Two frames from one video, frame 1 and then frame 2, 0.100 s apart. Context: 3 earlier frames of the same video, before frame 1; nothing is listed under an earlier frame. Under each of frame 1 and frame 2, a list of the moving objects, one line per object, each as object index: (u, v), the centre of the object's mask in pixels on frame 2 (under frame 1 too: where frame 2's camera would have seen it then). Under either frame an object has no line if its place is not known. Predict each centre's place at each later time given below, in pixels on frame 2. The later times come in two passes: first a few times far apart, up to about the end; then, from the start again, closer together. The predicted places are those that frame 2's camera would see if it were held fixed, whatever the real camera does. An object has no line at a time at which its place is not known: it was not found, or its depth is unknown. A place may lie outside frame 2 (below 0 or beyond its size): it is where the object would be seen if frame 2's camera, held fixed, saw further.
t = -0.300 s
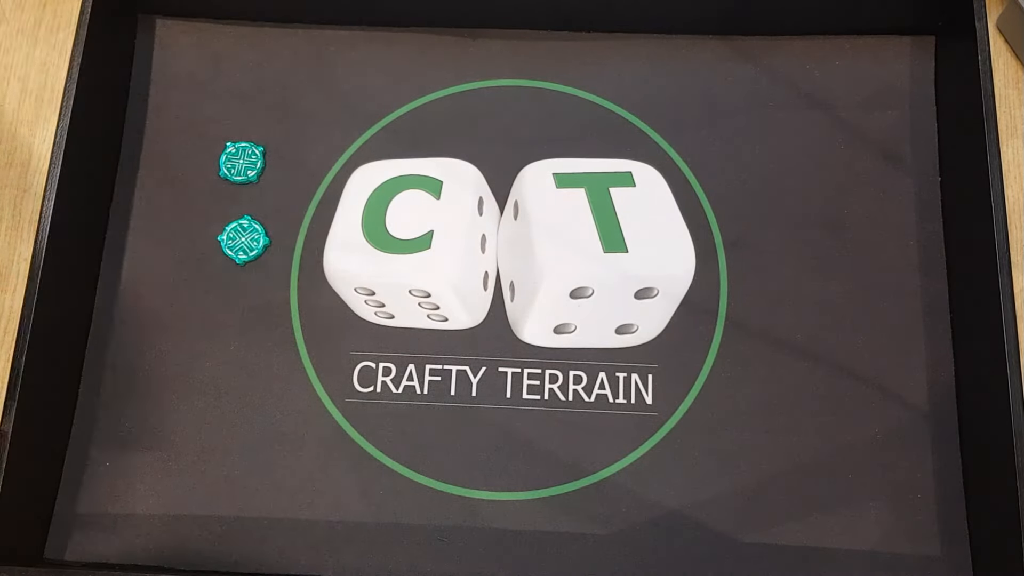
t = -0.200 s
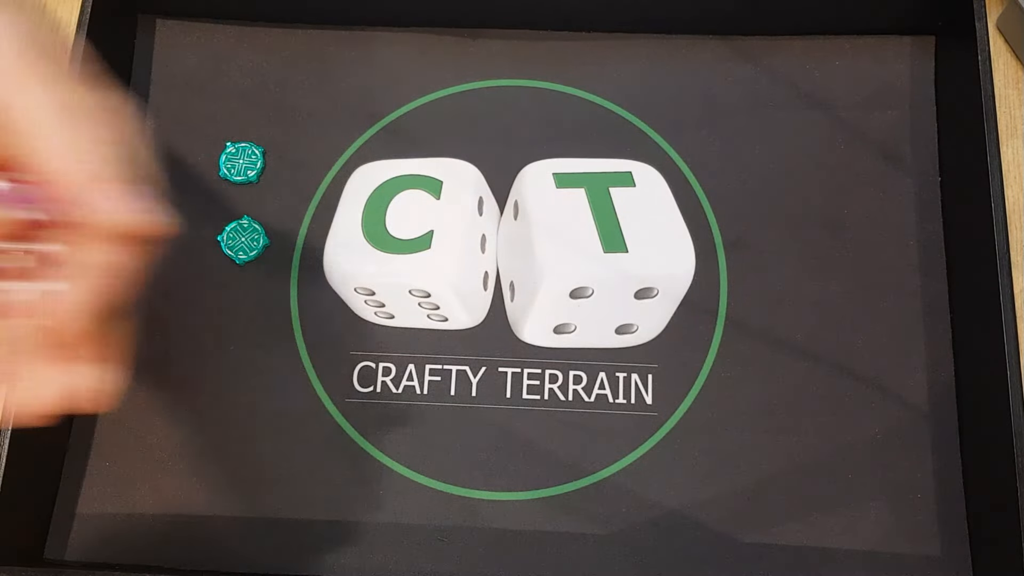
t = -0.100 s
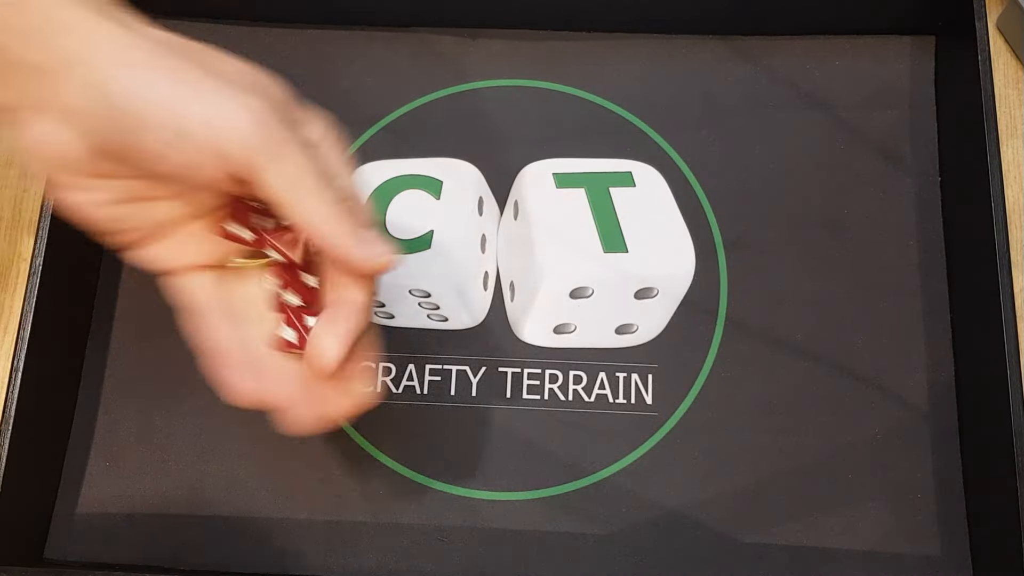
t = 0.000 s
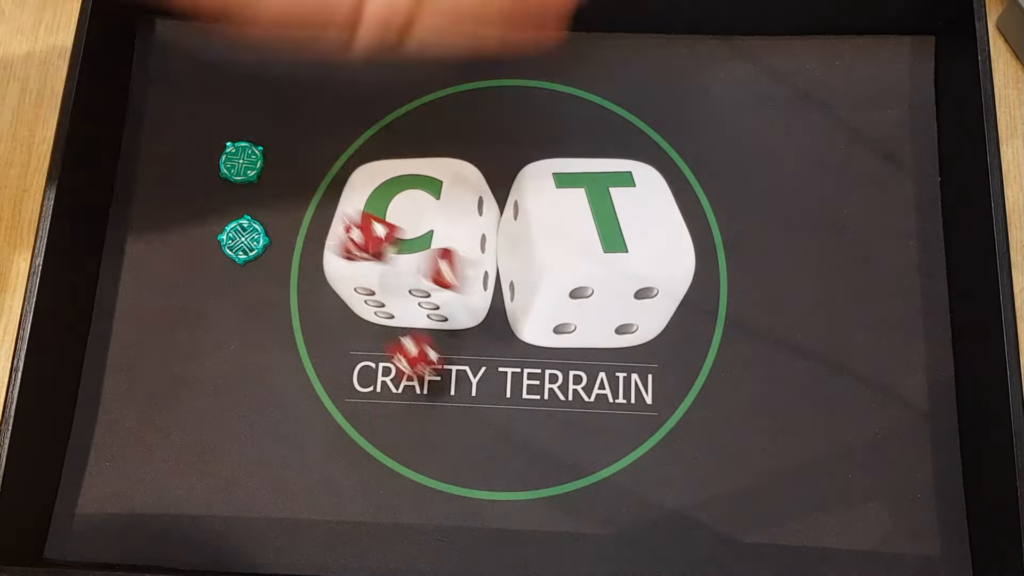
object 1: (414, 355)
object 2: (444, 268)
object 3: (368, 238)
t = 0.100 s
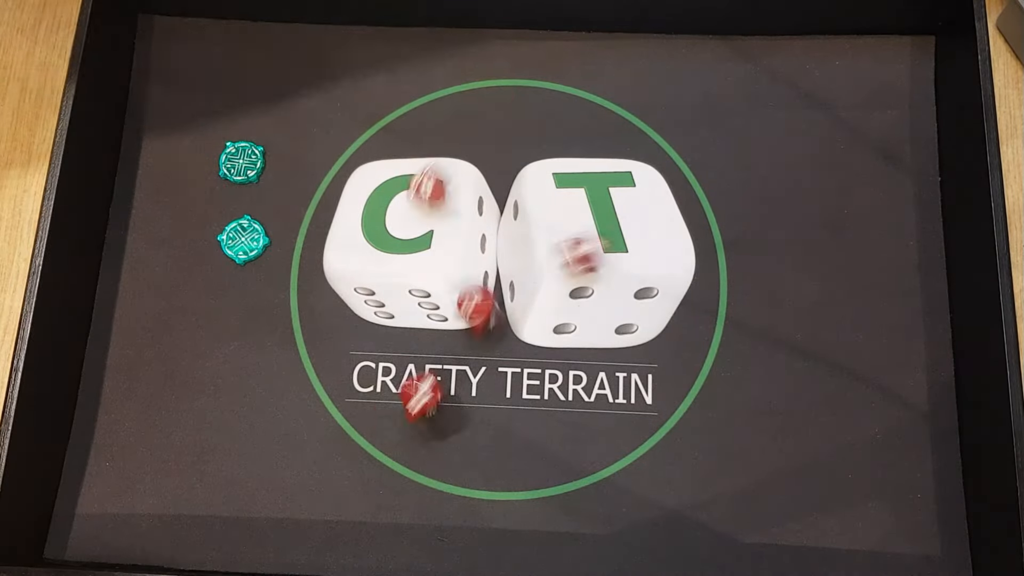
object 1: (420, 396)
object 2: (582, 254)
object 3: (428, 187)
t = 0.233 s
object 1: (398, 416)
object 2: (754, 176)
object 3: (483, 109)
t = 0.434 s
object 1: (392, 410)
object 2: (922, 140)
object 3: (496, 88)
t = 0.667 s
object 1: (392, 410)
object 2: (922, 140)
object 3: (496, 88)
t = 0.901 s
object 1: (392, 410)
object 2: (922, 140)
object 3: (496, 88)
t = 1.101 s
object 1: (392, 410)
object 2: (922, 140)
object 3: (496, 88)
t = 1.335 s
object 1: (392, 410)
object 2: (922, 139)
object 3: (496, 88)
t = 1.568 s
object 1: (392, 410)
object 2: (922, 139)
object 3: (495, 88)
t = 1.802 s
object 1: (392, 410)
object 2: (922, 140)
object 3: (495, 88)
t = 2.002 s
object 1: (392, 410)
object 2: (922, 140)
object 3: (495, 89)
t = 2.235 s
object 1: (392, 410)
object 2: (922, 140)
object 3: (496, 88)
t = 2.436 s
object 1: (392, 410)
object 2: (922, 140)
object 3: (496, 88)
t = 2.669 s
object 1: (392, 410)
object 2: (922, 140)
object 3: (496, 88)
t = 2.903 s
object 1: (392, 410)
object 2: (922, 140)
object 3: (496, 89)
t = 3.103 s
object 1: (392, 409)
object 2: (922, 140)
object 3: (496, 88)
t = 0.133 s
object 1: (422, 414)
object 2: (624, 240)
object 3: (443, 157)
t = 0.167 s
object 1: (412, 416)
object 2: (678, 215)
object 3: (457, 139)
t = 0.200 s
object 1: (403, 418)
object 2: (713, 194)
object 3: (470, 123)
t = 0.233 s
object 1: (398, 416)
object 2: (754, 176)
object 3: (483, 109)
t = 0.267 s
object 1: (394, 412)
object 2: (790, 166)
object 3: (492, 98)
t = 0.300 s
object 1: (393, 410)
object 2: (825, 157)
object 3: (497, 93)
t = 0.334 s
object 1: (392, 410)
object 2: (857, 153)
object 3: (497, 89)
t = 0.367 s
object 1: (392, 410)
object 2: (885, 146)
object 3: (496, 88)
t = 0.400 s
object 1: (392, 410)
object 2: (906, 141)
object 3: (496, 88)
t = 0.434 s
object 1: (392, 410)
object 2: (922, 140)
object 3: (496, 88)
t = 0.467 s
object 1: (392, 410)
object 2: (922, 139)
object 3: (496, 88)
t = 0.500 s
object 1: (392, 410)
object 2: (922, 140)
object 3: (496, 88)
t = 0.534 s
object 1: (392, 410)
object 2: (922, 140)
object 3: (496, 88)
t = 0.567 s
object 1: (392, 410)
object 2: (922, 140)
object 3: (496, 88)
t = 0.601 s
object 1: (392, 410)
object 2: (922, 140)
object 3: (496, 88)
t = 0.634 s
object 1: (392, 410)
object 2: (922, 140)
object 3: (496, 88)
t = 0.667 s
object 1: (392, 410)
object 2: (922, 140)
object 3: (496, 88)
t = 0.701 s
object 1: (392, 410)
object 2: (922, 140)
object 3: (496, 88)
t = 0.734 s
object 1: (392, 410)
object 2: (922, 140)
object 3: (496, 88)
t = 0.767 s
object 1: (392, 410)
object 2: (922, 140)
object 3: (496, 88)
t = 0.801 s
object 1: (392, 410)
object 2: (922, 140)
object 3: (496, 88)
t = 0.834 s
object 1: (392, 410)
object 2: (922, 140)
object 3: (496, 88)
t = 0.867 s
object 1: (392, 410)
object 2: (922, 140)
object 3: (496, 88)
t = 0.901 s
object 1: (392, 410)
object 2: (922, 140)
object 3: (496, 88)
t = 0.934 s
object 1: (392, 410)
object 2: (922, 140)
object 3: (496, 88)
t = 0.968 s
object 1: (392, 410)
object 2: (922, 140)
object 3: (496, 88)
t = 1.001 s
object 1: (392, 410)
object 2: (922, 140)
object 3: (496, 88)
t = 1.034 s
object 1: (392, 410)
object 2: (922, 140)
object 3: (496, 88)
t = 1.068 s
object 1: (392, 410)
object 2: (922, 140)
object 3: (496, 88)
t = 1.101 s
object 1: (392, 410)
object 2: (922, 140)
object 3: (496, 88)
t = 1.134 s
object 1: (392, 410)
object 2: (922, 140)
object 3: (496, 88)
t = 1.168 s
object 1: (392, 410)
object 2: (922, 140)
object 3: (496, 88)
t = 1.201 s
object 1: (392, 410)
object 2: (922, 139)
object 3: (496, 88)
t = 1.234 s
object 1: (392, 410)
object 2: (922, 139)
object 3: (496, 88)
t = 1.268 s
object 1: (392, 410)
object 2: (922, 140)
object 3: (495, 88)
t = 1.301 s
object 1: (392, 410)
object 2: (922, 140)
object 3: (496, 88)
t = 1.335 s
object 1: (392, 410)
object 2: (922, 139)
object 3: (496, 88)
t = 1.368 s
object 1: (392, 410)
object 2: (922, 139)
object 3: (496, 88)
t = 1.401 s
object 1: (392, 410)
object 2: (922, 140)
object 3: (495, 88)
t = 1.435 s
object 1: (392, 410)
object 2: (922, 139)
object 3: (496, 88)
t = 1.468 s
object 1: (392, 410)
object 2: (922, 140)
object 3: (496, 88)
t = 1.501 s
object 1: (392, 410)
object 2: (922, 139)
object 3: (496, 88)
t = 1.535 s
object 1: (392, 410)
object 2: (922, 139)
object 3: (495, 88)
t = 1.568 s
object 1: (392, 410)
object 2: (922, 139)
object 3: (495, 88)
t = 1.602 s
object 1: (392, 410)
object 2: (922, 140)
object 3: (495, 88)
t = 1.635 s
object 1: (392, 410)
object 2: (922, 140)
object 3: (495, 88)
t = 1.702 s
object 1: (392, 410)
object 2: (922, 140)
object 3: (495, 88)
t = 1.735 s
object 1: (392, 410)
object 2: (922, 140)
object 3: (495, 88)
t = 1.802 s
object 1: (392, 410)
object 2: (922, 140)
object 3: (495, 88)
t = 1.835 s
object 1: (392, 410)
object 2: (922, 140)
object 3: (495, 88)
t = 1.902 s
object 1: (392, 410)
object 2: (922, 140)
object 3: (495, 88)
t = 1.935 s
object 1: (392, 410)
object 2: (922, 140)
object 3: (495, 88)
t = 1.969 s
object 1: (392, 410)
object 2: (922, 140)
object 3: (495, 88)
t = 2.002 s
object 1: (392, 410)
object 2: (922, 140)
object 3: (495, 89)
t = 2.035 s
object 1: (392, 410)
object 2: (922, 140)
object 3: (495, 89)
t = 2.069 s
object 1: (392, 410)
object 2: (922, 140)
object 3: (495, 89)
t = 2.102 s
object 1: (392, 410)
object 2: (922, 140)
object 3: (495, 89)
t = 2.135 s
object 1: (392, 410)
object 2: (922, 140)
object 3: (496, 88)
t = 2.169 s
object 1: (392, 410)
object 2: (922, 140)
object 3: (496, 88)
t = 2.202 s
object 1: (392, 410)
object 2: (922, 140)
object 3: (496, 88)
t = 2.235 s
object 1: (392, 410)
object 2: (922, 140)
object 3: (496, 88)
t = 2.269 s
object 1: (392, 410)
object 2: (922, 140)
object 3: (496, 88)
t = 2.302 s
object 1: (392, 410)
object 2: (922, 140)
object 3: (496, 88)
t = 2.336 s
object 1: (392, 410)
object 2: (922, 140)
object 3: (496, 88)
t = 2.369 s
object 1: (392, 410)
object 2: (922, 140)
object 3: (496, 88)
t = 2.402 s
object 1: (392, 410)
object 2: (922, 140)
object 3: (496, 88)
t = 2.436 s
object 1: (392, 410)
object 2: (922, 140)
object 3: (496, 88)
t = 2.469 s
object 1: (392, 410)
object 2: (922, 140)
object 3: (496, 88)
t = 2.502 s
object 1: (392, 410)
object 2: (922, 140)
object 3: (496, 88)
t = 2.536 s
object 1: (392, 410)
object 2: (922, 140)
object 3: (496, 88)
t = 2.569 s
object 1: (392, 410)
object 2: (922, 140)
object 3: (495, 88)
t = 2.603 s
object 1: (392, 410)
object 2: (922, 140)
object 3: (495, 88)
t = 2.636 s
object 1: (392, 410)
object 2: (922, 140)
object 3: (496, 88)
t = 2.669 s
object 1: (392, 410)
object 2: (922, 140)
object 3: (496, 88)
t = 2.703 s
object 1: (392, 410)
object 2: (922, 140)
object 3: (496, 88)
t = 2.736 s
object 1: (392, 410)
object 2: (922, 140)
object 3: (496, 88)
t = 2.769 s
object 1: (392, 410)
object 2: (922, 140)
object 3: (496, 88)
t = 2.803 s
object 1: (392, 410)
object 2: (922, 140)
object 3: (496, 88)
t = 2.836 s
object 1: (392, 410)
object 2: (922, 140)
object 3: (496, 88)
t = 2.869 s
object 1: (392, 410)
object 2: (922, 140)
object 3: (496, 88)
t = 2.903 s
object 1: (392, 410)
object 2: (922, 140)
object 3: (496, 89)
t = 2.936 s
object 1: (392, 410)
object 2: (922, 140)
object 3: (496, 89)
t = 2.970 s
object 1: (392, 409)
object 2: (922, 140)
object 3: (496, 89)
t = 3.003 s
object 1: (392, 409)
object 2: (922, 140)
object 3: (496, 88)
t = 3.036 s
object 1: (392, 409)
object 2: (922, 140)
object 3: (496, 88)
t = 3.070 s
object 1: (392, 409)
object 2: (922, 140)
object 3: (496, 89)
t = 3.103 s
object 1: (392, 409)
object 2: (922, 140)
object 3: (496, 88)
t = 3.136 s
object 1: (392, 410)
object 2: (922, 140)
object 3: (496, 89)
